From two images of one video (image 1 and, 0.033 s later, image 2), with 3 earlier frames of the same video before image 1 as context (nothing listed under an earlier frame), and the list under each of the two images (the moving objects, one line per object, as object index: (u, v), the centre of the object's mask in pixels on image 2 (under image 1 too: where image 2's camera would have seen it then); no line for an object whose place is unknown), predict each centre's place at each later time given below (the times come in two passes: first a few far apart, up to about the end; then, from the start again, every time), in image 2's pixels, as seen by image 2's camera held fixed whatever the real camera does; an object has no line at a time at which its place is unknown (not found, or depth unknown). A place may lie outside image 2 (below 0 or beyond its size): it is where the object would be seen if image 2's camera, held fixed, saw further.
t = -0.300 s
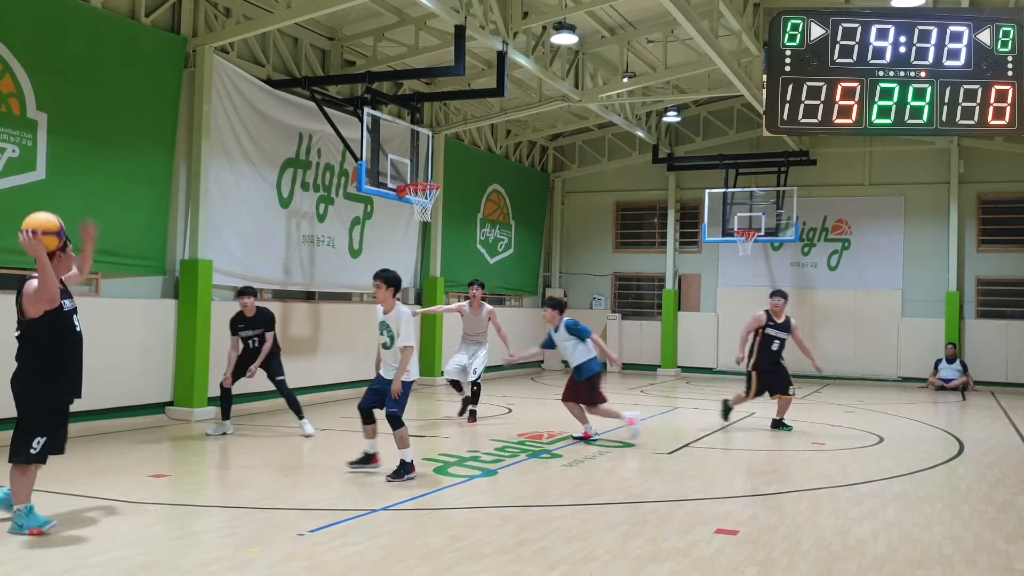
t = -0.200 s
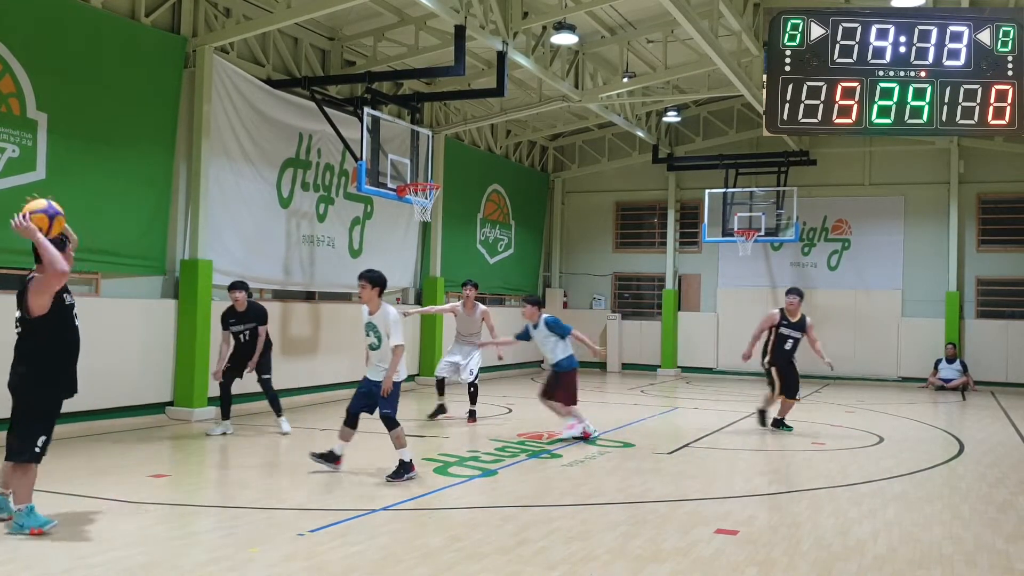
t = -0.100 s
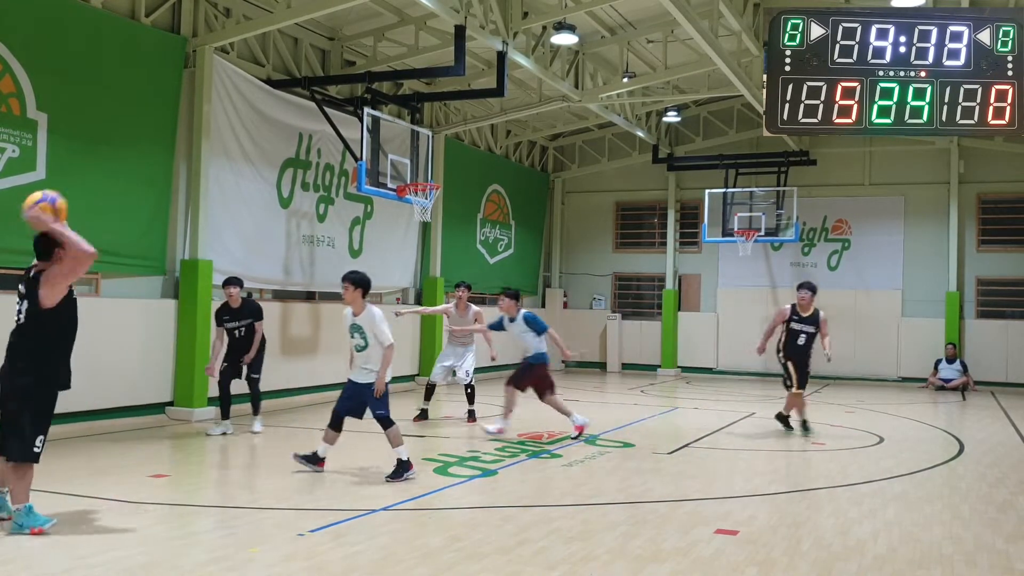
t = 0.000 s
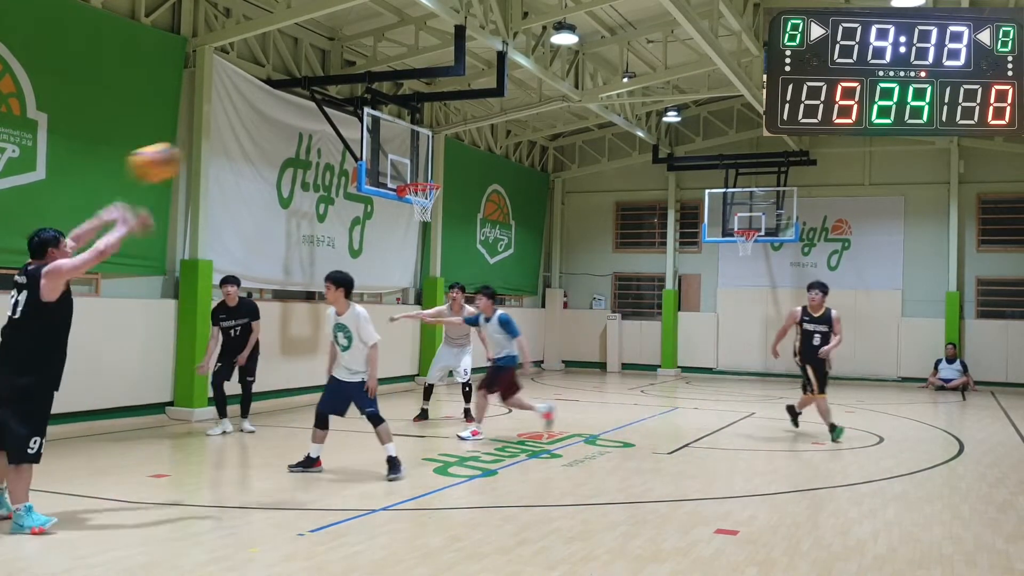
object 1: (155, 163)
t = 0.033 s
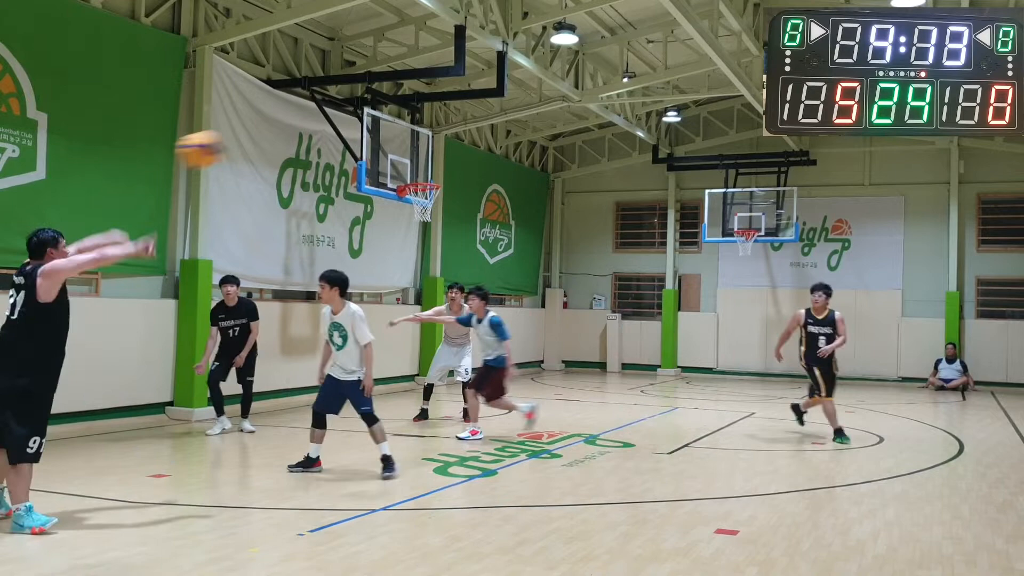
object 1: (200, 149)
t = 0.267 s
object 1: (459, 113)
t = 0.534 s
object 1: (649, 152)
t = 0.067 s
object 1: (244, 138)
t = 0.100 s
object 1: (287, 130)
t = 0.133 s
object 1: (325, 122)
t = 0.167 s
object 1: (362, 118)
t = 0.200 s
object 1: (397, 115)
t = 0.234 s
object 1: (428, 114)
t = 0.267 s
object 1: (459, 113)
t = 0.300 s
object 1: (487, 114)
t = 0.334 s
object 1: (513, 118)
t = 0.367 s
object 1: (539, 122)
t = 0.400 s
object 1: (562, 126)
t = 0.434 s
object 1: (586, 132)
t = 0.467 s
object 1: (608, 138)
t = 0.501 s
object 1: (628, 145)
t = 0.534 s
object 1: (649, 152)
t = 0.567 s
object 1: (668, 160)
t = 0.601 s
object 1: (687, 170)
